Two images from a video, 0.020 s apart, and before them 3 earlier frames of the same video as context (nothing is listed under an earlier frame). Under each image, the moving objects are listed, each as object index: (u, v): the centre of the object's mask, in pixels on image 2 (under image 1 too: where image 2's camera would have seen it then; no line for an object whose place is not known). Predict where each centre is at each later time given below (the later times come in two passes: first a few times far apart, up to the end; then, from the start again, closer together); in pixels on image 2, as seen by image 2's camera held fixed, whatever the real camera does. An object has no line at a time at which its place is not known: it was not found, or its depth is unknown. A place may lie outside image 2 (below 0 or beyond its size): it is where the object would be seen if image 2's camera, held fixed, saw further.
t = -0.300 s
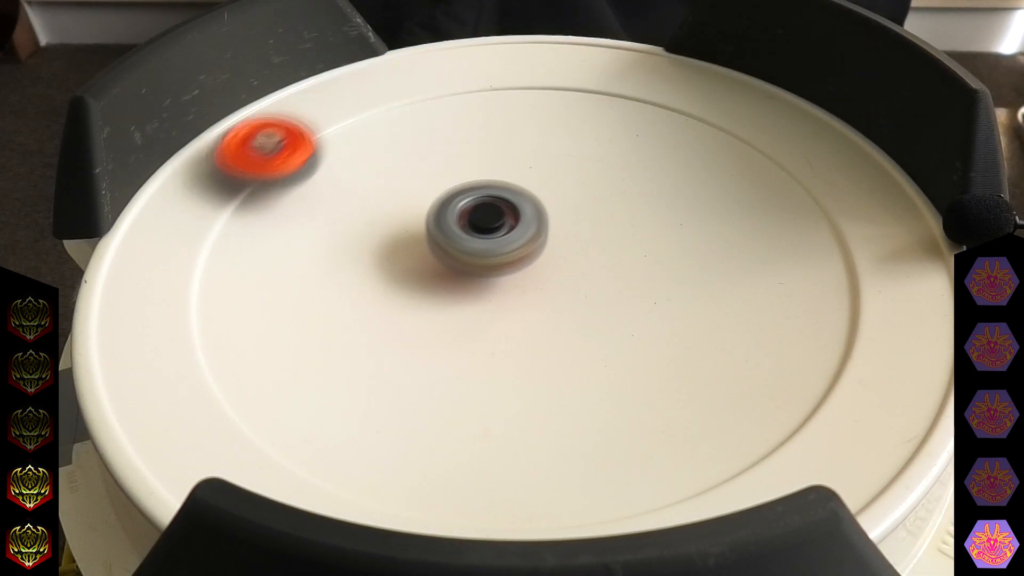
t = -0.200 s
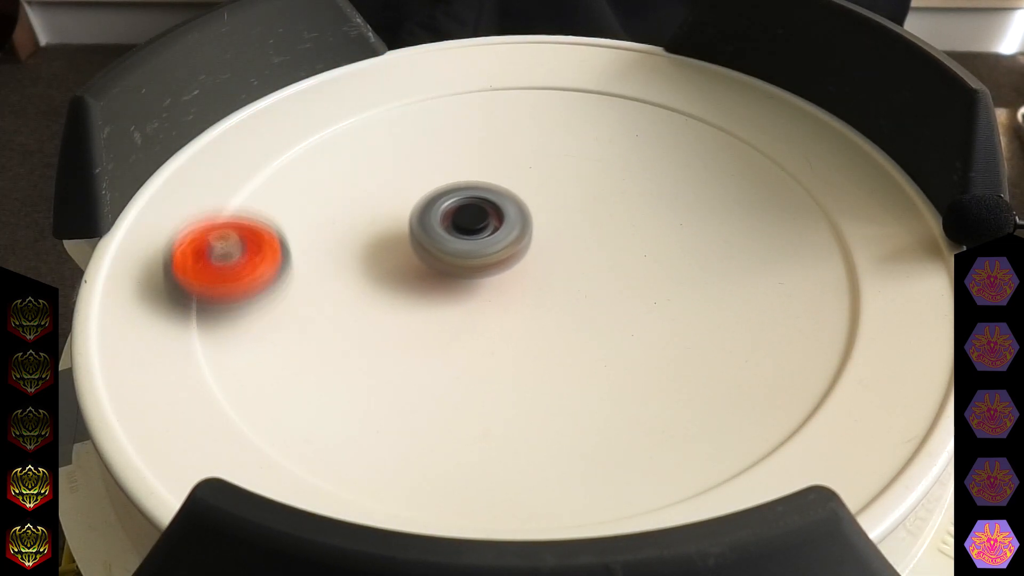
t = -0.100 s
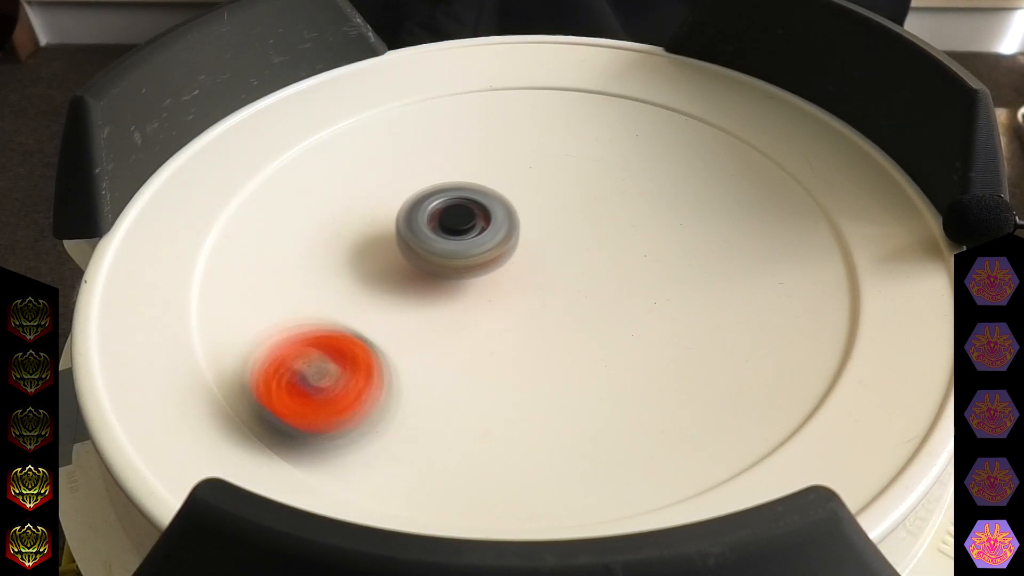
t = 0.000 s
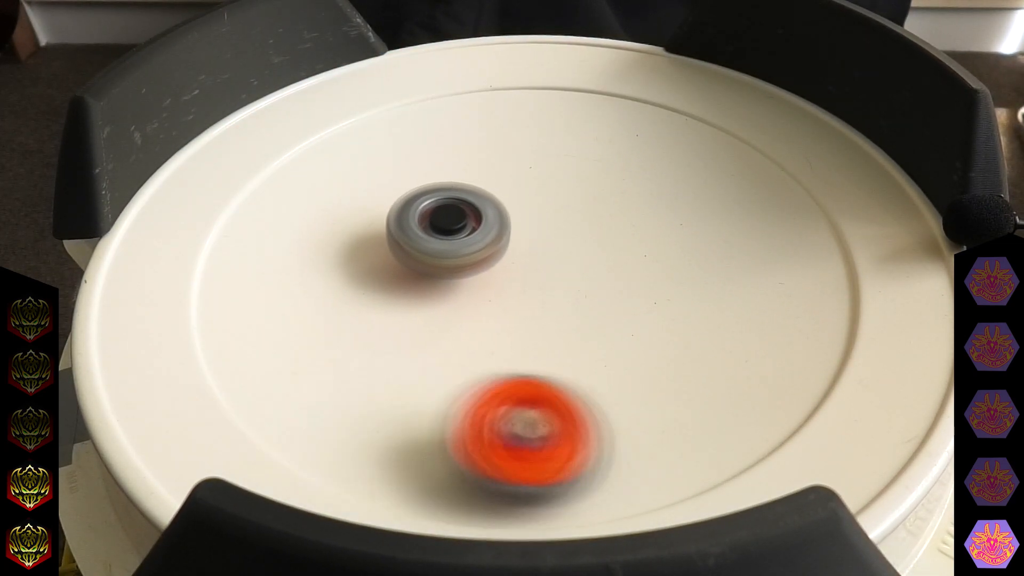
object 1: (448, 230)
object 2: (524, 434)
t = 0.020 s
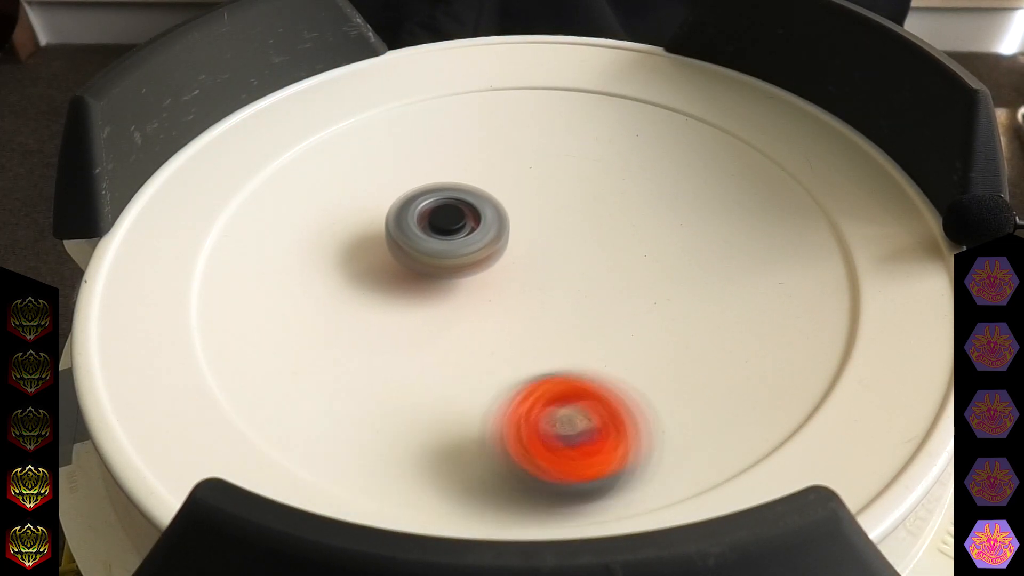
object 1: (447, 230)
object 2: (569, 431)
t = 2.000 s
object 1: (549, 223)
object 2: (300, 423)
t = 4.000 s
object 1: (509, 273)
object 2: (226, 292)
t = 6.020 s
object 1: (487, 215)
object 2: (305, 333)
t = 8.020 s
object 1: (562, 243)
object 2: (295, 276)
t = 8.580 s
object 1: (344, 71)
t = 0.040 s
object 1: (446, 230)
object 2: (613, 425)
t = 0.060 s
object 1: (445, 230)
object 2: (650, 413)
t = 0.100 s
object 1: (443, 230)
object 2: (718, 383)
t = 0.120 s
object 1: (442, 230)
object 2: (743, 366)
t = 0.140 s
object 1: (442, 230)
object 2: (765, 346)
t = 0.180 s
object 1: (441, 230)
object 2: (792, 306)
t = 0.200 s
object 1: (441, 230)
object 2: (802, 285)
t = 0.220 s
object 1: (442, 230)
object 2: (809, 264)
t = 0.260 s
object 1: (444, 230)
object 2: (809, 222)
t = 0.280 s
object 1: (445, 230)
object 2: (806, 204)
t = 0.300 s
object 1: (446, 230)
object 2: (798, 186)
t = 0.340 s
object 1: (450, 231)
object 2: (775, 150)
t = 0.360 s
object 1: (452, 231)
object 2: (761, 136)
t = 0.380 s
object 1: (454, 232)
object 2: (743, 119)
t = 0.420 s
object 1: (459, 234)
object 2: (704, 93)
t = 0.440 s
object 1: (462, 235)
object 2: (680, 82)
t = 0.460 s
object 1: (464, 236)
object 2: (655, 75)
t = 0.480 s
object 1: (467, 237)
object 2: (627, 74)
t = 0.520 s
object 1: (473, 240)
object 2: (566, 74)
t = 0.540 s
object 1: (476, 242)
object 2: (535, 77)
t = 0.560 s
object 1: (478, 244)
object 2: (505, 79)
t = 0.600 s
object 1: (485, 247)
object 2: (445, 89)
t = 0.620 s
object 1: (488, 249)
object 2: (416, 96)
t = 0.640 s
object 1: (490, 250)
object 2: (388, 106)
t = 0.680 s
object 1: (496, 254)
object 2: (340, 131)
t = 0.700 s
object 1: (499, 256)
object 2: (318, 148)
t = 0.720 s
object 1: (502, 258)
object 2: (299, 166)
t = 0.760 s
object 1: (508, 261)
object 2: (272, 207)
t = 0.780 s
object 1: (510, 264)
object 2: (264, 230)
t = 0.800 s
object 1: (513, 265)
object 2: (259, 255)
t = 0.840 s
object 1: (519, 269)
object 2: (263, 304)
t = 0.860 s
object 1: (521, 271)
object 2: (274, 328)
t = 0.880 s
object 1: (524, 273)
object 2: (291, 352)
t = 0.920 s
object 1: (528, 276)
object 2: (341, 400)
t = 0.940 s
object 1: (530, 278)
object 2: (372, 418)
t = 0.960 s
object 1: (532, 280)
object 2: (407, 435)
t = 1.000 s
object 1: (535, 283)
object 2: (488, 457)
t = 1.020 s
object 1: (536, 284)
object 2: (530, 461)
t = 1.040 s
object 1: (538, 287)
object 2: (577, 459)
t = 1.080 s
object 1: (539, 289)
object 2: (659, 446)
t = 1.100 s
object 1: (540, 291)
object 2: (697, 435)
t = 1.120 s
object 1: (541, 292)
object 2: (732, 421)
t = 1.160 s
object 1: (541, 294)
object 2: (790, 388)
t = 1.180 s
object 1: (541, 296)
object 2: (817, 369)
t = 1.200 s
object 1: (541, 297)
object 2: (836, 346)
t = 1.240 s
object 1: (540, 299)
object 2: (842, 301)
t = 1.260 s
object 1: (540, 300)
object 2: (837, 278)
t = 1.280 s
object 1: (539, 300)
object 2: (834, 255)
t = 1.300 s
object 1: (539, 300)
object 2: (827, 234)
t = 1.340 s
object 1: (537, 300)
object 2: (805, 194)
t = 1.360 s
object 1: (535, 300)
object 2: (792, 178)
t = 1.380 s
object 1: (534, 300)
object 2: (777, 164)
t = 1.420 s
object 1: (532, 299)
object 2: (738, 135)
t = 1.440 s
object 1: (531, 298)
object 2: (717, 123)
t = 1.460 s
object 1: (530, 297)
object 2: (693, 113)
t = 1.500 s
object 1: (527, 293)
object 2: (639, 100)
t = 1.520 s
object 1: (526, 291)
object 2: (611, 95)
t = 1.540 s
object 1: (525, 289)
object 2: (583, 94)
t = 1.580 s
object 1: (524, 283)
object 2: (524, 93)
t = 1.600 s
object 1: (523, 280)
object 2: (495, 96)
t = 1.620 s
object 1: (523, 277)
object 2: (467, 100)
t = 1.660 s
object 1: (524, 270)
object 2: (413, 113)
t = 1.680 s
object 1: (524, 267)
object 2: (386, 123)
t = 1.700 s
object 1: (525, 264)
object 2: (361, 132)
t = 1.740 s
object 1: (527, 257)
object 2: (315, 158)
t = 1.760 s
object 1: (528, 254)
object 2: (295, 173)
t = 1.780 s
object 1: (530, 251)
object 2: (278, 189)
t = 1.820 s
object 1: (534, 244)
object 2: (249, 227)
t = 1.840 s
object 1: (535, 242)
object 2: (239, 248)
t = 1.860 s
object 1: (537, 239)
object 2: (232, 268)
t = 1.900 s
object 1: (541, 233)
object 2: (230, 313)
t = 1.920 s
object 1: (542, 231)
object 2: (235, 337)
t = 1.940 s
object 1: (544, 228)
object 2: (244, 360)
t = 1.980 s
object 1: (547, 225)
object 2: (277, 403)
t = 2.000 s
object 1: (549, 223)
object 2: (300, 423)
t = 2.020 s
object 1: (550, 221)
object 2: (330, 444)
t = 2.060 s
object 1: (553, 218)
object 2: (401, 468)
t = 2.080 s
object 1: (555, 217)
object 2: (446, 474)
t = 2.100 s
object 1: (556, 216)
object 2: (491, 476)
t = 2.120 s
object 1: (558, 215)
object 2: (536, 476)
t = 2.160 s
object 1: (560, 213)
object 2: (619, 463)
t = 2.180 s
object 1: (562, 213)
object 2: (662, 449)
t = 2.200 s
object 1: (563, 212)
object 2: (701, 433)
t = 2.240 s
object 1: (566, 211)
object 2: (757, 395)
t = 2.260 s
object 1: (567, 211)
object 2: (779, 371)
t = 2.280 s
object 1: (568, 211)
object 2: (797, 346)
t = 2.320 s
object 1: (570, 212)
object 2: (814, 296)
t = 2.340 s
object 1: (570, 213)
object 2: (814, 273)
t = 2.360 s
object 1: (571, 213)
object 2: (807, 250)
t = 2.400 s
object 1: (571, 215)
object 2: (785, 206)
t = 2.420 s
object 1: (570, 217)
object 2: (769, 187)
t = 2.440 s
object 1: (570, 218)
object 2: (750, 171)
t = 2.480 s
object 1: (567, 220)
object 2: (704, 142)
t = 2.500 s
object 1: (565, 222)
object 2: (677, 130)
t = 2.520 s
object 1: (562, 223)
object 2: (649, 119)
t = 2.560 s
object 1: (556, 225)
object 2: (594, 104)
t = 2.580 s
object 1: (553, 227)
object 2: (565, 100)
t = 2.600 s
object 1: (549, 228)
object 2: (536, 95)
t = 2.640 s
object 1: (541, 229)
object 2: (481, 92)
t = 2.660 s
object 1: (537, 230)
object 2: (455, 91)
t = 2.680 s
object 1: (532, 230)
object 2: (428, 95)
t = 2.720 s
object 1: (523, 230)
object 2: (380, 103)
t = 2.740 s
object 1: (519, 231)
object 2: (356, 111)
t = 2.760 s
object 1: (515, 230)
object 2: (330, 121)
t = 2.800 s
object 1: (507, 230)
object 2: (283, 144)
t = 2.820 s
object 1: (503, 228)
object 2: (261, 157)
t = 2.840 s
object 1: (499, 228)
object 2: (239, 173)
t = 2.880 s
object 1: (493, 227)
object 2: (206, 207)
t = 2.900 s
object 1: (489, 226)
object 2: (196, 229)
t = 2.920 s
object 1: (486, 225)
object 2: (195, 255)
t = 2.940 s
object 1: (484, 224)
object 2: (201, 279)
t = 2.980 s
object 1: (479, 222)
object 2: (219, 328)
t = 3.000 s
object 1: (477, 222)
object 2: (234, 351)
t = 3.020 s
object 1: (475, 221)
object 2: (253, 375)
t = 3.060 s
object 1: (472, 220)
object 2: (303, 415)
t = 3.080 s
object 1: (471, 220)
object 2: (338, 431)
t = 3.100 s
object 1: (469, 219)
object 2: (380, 446)
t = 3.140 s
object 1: (467, 218)
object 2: (467, 457)
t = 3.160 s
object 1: (467, 218)
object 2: (511, 456)
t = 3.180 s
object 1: (466, 218)
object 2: (554, 449)
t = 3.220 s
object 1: (465, 218)
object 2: (636, 419)
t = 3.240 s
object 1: (465, 217)
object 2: (669, 400)
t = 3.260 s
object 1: (464, 218)
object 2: (694, 379)
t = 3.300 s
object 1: (464, 218)
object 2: (729, 332)
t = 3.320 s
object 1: (464, 218)
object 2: (740, 307)
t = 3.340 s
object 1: (465, 218)
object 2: (745, 282)
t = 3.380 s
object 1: (466, 220)
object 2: (744, 236)
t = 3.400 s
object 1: (468, 221)
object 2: (738, 216)
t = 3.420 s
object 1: (470, 222)
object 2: (728, 197)
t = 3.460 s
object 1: (473, 225)
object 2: (700, 163)
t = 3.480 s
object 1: (475, 226)
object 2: (682, 147)
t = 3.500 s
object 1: (477, 228)
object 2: (663, 132)
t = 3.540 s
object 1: (480, 230)
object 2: (625, 108)
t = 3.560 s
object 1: (482, 232)
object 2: (604, 98)
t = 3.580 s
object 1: (484, 234)
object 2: (583, 91)
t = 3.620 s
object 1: (488, 237)
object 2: (538, 80)
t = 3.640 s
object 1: (490, 239)
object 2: (514, 77)
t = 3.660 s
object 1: (492, 241)
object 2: (490, 75)
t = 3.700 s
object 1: (495, 245)
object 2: (443, 75)
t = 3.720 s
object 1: (496, 246)
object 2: (419, 78)
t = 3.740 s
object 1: (498, 248)
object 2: (396, 82)
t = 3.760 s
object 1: (499, 250)
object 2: (373, 87)
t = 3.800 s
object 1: (502, 254)
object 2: (328, 102)
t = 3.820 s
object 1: (503, 256)
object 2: (308, 114)
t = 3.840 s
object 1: (503, 258)
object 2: (288, 128)
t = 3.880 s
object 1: (505, 262)
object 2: (251, 160)
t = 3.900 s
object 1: (505, 264)
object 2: (238, 178)
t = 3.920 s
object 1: (506, 266)
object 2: (227, 198)
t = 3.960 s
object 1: (507, 270)
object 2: (216, 244)
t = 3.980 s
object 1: (508, 272)
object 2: (218, 268)
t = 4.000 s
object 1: (509, 273)
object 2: (226, 292)
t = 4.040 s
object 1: (510, 277)
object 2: (260, 341)
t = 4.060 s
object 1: (510, 279)
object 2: (284, 362)
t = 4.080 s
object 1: (510, 280)
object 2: (314, 383)
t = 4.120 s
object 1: (511, 283)
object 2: (397, 415)
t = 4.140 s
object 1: (511, 284)
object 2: (441, 424)
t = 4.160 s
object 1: (511, 286)
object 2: (485, 424)
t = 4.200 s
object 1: (511, 288)
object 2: (571, 414)
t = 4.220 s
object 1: (511, 289)
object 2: (612, 402)
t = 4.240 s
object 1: (510, 290)
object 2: (647, 387)
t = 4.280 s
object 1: (510, 292)
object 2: (706, 349)
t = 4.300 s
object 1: (509, 292)
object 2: (729, 327)
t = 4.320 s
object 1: (509, 293)
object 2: (746, 304)
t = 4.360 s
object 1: (509, 293)
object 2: (766, 260)
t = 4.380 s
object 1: (508, 292)
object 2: (770, 239)
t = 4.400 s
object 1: (508, 292)
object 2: (770, 218)
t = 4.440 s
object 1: (507, 291)
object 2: (760, 180)
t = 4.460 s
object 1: (507, 290)
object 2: (750, 162)
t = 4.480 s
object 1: (507, 289)
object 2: (738, 144)
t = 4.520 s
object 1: (508, 286)
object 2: (706, 113)
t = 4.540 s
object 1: (508, 285)
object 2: (686, 99)
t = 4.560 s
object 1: (509, 283)
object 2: (665, 88)
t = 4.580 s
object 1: (509, 281)
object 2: (643, 78)
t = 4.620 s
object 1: (512, 277)
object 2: (596, 64)
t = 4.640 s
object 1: (513, 275)
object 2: (569, 62)
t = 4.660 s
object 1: (514, 273)
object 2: (543, 62)
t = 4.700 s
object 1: (517, 270)
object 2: (490, 66)
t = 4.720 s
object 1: (519, 267)
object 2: (462, 70)
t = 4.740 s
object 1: (521, 265)
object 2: (436, 76)
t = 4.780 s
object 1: (526, 261)
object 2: (388, 89)
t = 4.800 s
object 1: (528, 259)
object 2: (368, 99)
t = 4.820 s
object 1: (531, 257)
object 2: (349, 111)
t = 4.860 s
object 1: (535, 253)
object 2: (318, 140)
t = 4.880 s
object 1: (538, 251)
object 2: (307, 157)
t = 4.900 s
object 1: (540, 249)
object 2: (298, 175)
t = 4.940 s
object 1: (545, 245)
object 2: (291, 215)
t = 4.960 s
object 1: (547, 244)
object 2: (292, 236)
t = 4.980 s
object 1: (549, 242)
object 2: (297, 259)
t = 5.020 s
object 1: (553, 240)
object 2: (322, 306)
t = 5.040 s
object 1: (555, 239)
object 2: (339, 328)
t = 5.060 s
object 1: (557, 237)
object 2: (363, 348)
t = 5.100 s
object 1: (561, 236)
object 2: (423, 383)
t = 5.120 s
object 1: (564, 235)
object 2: (460, 396)
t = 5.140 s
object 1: (566, 234)
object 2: (497, 404)
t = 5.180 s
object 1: (570, 233)
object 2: (575, 408)
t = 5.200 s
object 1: (571, 233)
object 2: (614, 402)
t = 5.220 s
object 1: (572, 232)
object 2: (650, 394)
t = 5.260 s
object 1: (575, 233)
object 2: (713, 367)
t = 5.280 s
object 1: (576, 233)
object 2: (738, 349)
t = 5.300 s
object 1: (577, 234)
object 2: (760, 331)
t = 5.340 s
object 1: (578, 235)
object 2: (790, 293)
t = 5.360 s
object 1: (578, 236)
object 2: (800, 274)
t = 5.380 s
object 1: (577, 237)
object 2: (805, 253)
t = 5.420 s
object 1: (575, 238)
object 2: (806, 213)
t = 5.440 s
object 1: (573, 238)
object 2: (801, 194)
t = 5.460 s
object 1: (571, 239)
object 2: (791, 176)
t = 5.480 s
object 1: (569, 240)
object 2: (779, 159)
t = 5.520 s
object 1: (563, 240)
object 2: (746, 129)
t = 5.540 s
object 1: (560, 241)
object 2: (725, 116)
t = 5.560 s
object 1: (557, 241)
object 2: (704, 105)
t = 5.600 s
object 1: (550, 241)
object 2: (654, 89)
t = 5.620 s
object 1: (546, 240)
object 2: (628, 85)
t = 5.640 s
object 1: (542, 240)
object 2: (601, 82)
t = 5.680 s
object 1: (534, 238)
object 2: (546, 81)
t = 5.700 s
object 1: (531, 238)
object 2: (519, 83)
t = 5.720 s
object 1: (527, 237)
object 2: (491, 88)
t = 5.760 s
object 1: (519, 234)
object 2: (439, 101)
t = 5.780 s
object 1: (515, 233)
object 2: (415, 111)
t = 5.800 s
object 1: (512, 232)
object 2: (392, 121)
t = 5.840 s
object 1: (505, 229)
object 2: (353, 148)
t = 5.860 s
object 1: (503, 228)
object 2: (336, 165)
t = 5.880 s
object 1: (500, 226)
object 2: (321, 181)
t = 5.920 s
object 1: (495, 223)
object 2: (299, 219)
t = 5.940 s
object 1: (493, 221)
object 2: (294, 241)
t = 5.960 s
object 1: (491, 219)
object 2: (290, 263)
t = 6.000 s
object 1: (488, 216)
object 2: (296, 309)
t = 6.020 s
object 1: (487, 215)
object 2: (305, 333)
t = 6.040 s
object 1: (486, 214)
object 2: (318, 356)
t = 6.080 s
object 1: (485, 211)
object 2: (362, 397)
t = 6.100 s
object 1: (484, 210)
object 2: (390, 414)
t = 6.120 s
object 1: (484, 209)
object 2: (424, 427)
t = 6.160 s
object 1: (484, 206)
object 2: (500, 442)
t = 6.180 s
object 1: (485, 206)
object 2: (541, 444)
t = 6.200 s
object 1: (486, 205)
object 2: (582, 441)
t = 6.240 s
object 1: (488, 204)
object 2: (659, 422)
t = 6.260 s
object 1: (489, 204)
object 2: (693, 407)
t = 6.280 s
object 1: (491, 204)
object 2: (722, 390)
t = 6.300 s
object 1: (492, 204)
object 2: (747, 371)
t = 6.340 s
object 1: (496, 206)
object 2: (782, 329)
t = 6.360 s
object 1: (498, 206)
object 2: (792, 307)
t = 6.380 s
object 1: (500, 207)
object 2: (797, 285)
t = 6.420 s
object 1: (504, 210)
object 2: (793, 242)
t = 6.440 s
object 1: (505, 212)
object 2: (786, 222)
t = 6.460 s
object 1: (507, 213)
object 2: (775, 204)
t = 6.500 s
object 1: (509, 217)
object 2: (743, 173)
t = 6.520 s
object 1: (510, 219)
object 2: (723, 159)
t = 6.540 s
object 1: (511, 222)
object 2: (701, 147)
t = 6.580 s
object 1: (512, 227)
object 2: (654, 127)
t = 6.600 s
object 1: (513, 229)
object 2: (628, 120)
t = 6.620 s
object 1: (513, 232)
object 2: (601, 115)
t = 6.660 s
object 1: (513, 237)
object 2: (547, 110)
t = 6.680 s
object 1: (513, 240)
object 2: (520, 110)
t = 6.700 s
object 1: (512, 243)
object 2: (493, 112)
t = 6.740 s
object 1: (511, 247)
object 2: (442, 119)
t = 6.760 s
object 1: (511, 249)
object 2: (417, 125)
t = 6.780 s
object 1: (510, 252)
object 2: (394, 134)
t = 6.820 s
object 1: (508, 257)
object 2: (351, 154)
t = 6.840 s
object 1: (507, 259)
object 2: (331, 167)
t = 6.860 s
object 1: (506, 261)
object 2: (314, 181)
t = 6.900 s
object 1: (505, 266)
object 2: (286, 213)
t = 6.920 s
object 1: (504, 268)
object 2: (274, 230)
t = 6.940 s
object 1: (503, 269)
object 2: (265, 249)
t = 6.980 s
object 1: (501, 273)
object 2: (258, 292)
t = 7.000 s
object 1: (500, 274)
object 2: (260, 314)
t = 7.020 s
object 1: (499, 276)
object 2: (268, 337)
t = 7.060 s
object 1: (497, 278)
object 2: (298, 380)
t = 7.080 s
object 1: (496, 280)
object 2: (323, 400)
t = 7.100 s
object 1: (495, 280)
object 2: (353, 418)
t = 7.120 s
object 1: (494, 282)
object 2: (387, 432)
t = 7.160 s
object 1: (492, 283)
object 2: (464, 446)
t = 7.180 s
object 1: (491, 283)
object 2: (504, 446)
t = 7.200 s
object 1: (490, 284)
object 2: (544, 442)
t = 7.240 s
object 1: (488, 284)
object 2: (618, 419)
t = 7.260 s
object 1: (488, 284)
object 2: (650, 403)
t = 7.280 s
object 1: (487, 283)
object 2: (677, 384)
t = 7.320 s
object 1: (487, 283)
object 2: (714, 343)
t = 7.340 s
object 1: (487, 282)
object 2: (724, 320)
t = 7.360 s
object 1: (487, 281)
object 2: (730, 298)
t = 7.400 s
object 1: (488, 279)
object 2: (730, 256)
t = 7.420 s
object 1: (489, 278)
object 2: (725, 236)
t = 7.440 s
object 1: (490, 276)
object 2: (716, 217)
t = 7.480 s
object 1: (492, 273)
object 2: (691, 183)
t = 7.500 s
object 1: (494, 272)
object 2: (674, 168)
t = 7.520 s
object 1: (496, 270)
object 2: (655, 154)
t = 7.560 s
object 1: (500, 267)
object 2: (614, 131)
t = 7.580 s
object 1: (502, 266)
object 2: (592, 123)
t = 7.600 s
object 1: (505, 264)
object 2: (568, 116)
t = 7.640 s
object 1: (511, 261)
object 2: (520, 108)
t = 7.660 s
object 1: (514, 260)
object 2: (497, 107)
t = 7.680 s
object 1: (516, 259)
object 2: (473, 107)
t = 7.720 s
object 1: (522, 255)
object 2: (429, 111)
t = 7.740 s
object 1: (525, 255)
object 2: (409, 116)
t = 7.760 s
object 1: (528, 253)
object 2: (390, 122)
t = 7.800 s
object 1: (533, 251)
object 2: (357, 136)
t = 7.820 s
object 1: (536, 250)
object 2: (342, 144)
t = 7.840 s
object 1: (539, 249)
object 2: (328, 153)
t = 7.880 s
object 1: (545, 248)
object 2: (307, 173)
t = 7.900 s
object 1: (548, 247)
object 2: (298, 185)
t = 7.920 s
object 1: (550, 246)
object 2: (292, 199)
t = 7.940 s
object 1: (553, 246)
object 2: (288, 213)
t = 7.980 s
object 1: (557, 244)
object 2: (287, 241)
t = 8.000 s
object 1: (559, 244)
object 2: (290, 258)
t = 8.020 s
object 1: (562, 243)
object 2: (295, 276)
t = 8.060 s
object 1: (565, 243)
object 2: (318, 311)
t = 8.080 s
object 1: (567, 243)
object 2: (336, 328)
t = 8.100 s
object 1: (569, 243)
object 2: (359, 343)
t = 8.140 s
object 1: (570, 243)
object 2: (416, 367)
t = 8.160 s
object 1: (571, 243)
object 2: (448, 373)
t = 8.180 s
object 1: (572, 243)
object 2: (480, 377)
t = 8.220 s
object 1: (573, 244)
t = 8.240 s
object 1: (573, 244)
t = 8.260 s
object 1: (573, 245)
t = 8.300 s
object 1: (571, 245)
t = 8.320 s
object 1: (571, 246)
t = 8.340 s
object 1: (568, 244)
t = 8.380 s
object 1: (491, 198)
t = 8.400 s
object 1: (460, 175)
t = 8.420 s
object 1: (430, 153)
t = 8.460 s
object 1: (380, 113)
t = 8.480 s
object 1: (358, 92)
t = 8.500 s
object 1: (343, 69)
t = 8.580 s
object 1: (344, 71)
